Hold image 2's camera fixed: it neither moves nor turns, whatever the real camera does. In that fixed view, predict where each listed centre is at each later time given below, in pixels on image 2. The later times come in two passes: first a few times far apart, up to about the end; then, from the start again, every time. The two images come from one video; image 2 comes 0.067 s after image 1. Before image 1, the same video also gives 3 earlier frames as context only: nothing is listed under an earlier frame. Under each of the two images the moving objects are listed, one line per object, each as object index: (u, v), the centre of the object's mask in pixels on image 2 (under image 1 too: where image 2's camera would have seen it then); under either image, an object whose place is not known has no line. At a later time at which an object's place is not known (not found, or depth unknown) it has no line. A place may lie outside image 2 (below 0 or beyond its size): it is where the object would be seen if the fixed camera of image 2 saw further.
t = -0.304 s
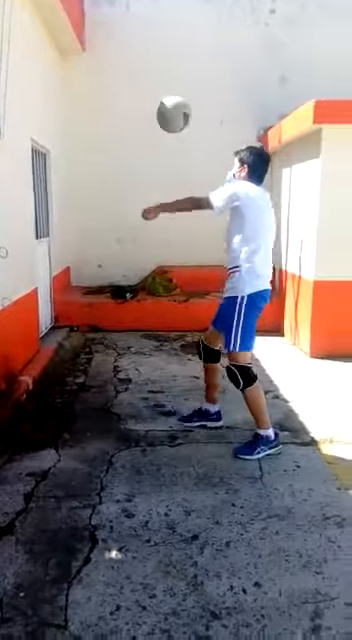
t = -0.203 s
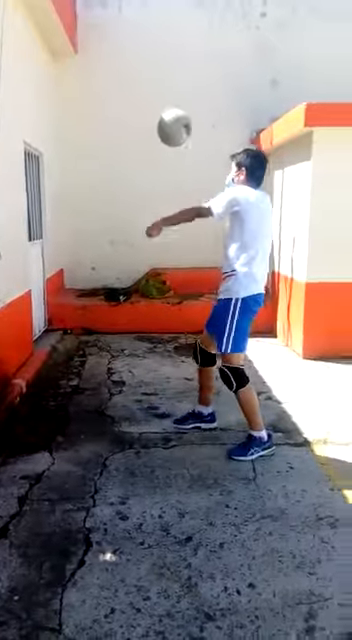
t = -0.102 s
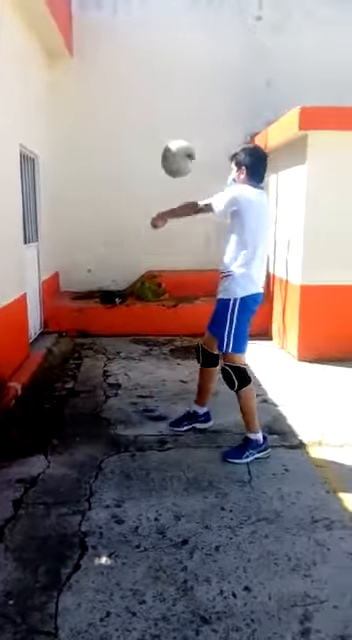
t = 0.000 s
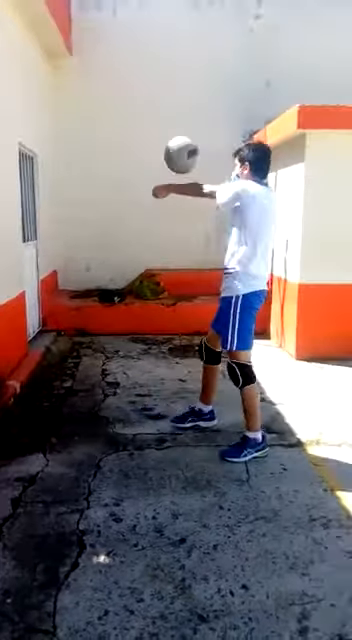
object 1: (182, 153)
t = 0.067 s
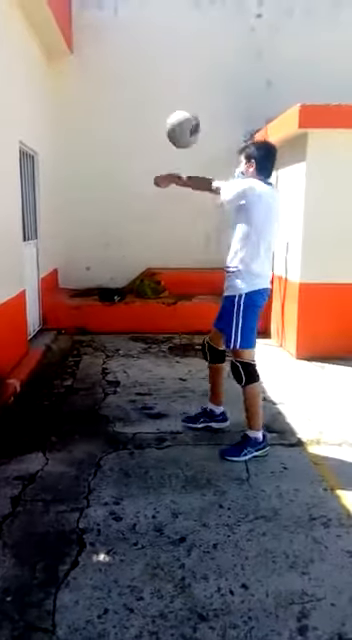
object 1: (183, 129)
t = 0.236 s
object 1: (185, 99)
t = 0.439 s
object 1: (188, 130)
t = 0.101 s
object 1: (183, 118)
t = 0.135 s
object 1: (183, 110)
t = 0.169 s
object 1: (184, 104)
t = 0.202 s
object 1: (184, 100)
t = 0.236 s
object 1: (185, 99)
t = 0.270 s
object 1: (185, 99)
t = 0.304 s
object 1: (186, 102)
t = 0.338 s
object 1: (186, 106)
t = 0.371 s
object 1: (186, 112)
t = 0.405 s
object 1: (188, 120)
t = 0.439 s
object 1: (188, 130)
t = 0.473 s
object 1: (188, 143)
